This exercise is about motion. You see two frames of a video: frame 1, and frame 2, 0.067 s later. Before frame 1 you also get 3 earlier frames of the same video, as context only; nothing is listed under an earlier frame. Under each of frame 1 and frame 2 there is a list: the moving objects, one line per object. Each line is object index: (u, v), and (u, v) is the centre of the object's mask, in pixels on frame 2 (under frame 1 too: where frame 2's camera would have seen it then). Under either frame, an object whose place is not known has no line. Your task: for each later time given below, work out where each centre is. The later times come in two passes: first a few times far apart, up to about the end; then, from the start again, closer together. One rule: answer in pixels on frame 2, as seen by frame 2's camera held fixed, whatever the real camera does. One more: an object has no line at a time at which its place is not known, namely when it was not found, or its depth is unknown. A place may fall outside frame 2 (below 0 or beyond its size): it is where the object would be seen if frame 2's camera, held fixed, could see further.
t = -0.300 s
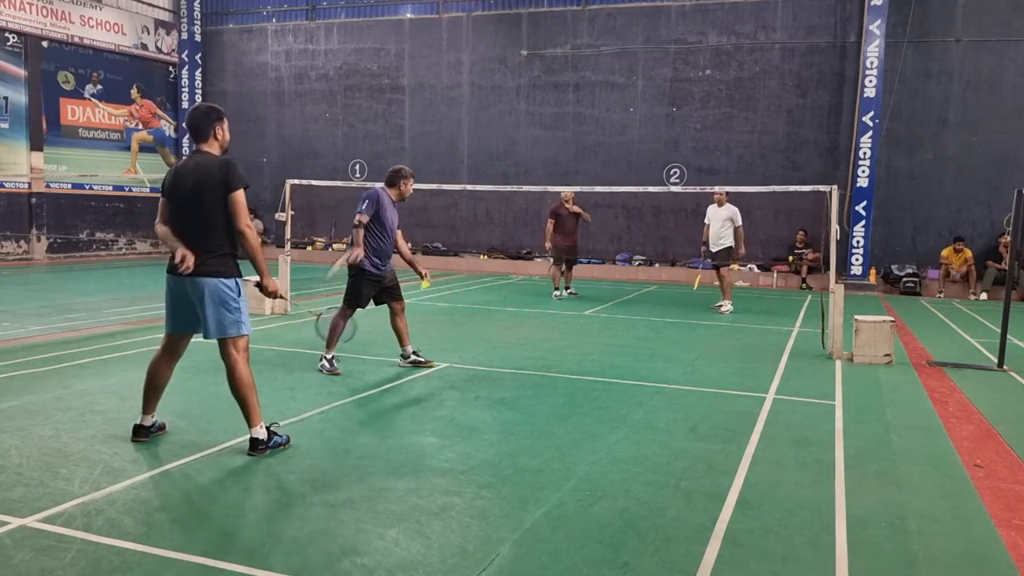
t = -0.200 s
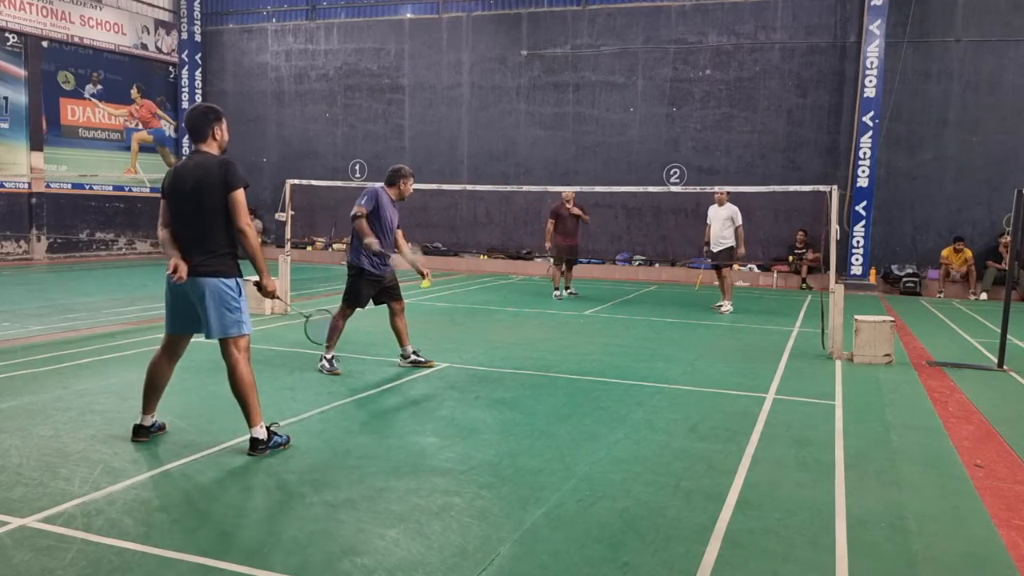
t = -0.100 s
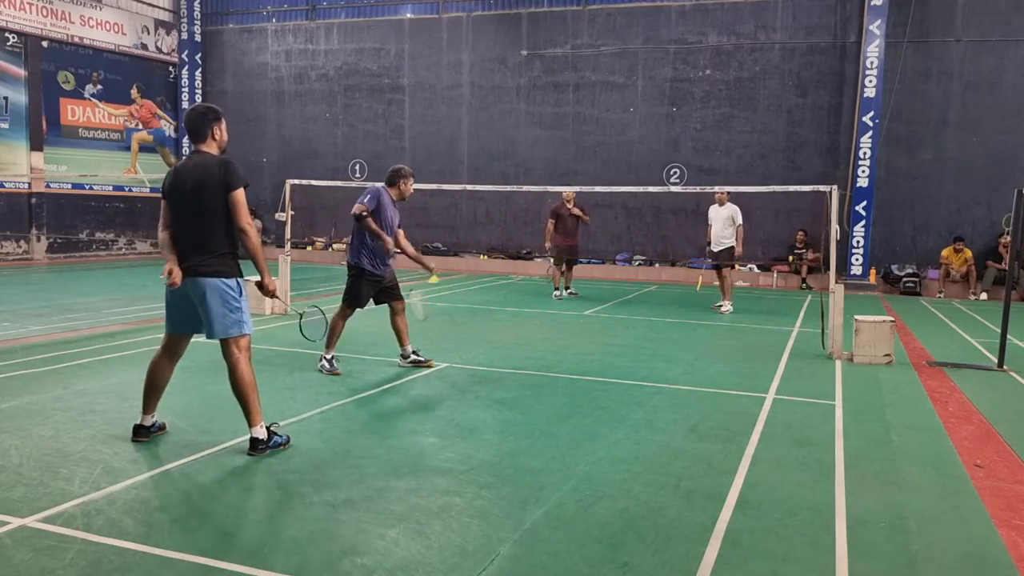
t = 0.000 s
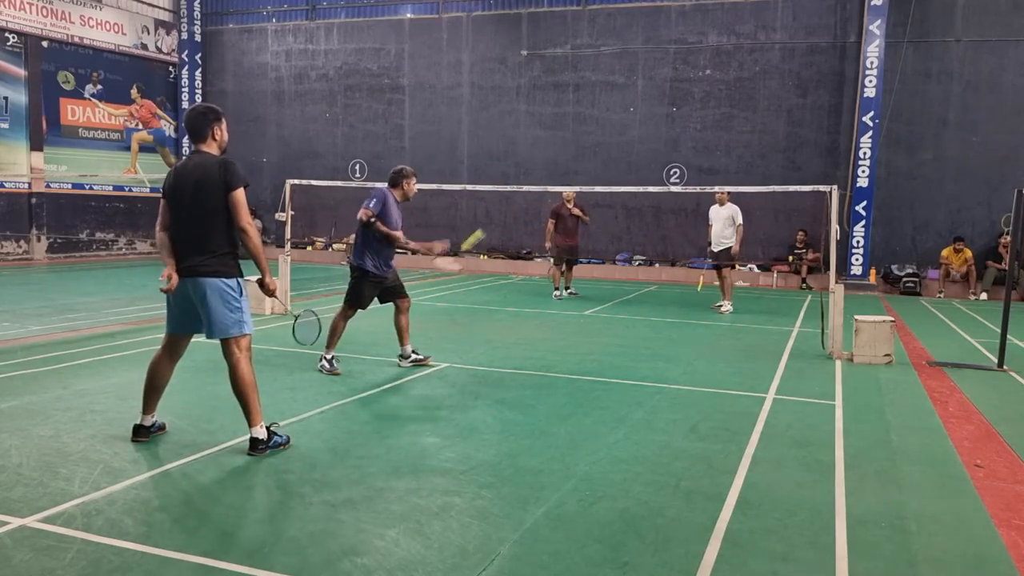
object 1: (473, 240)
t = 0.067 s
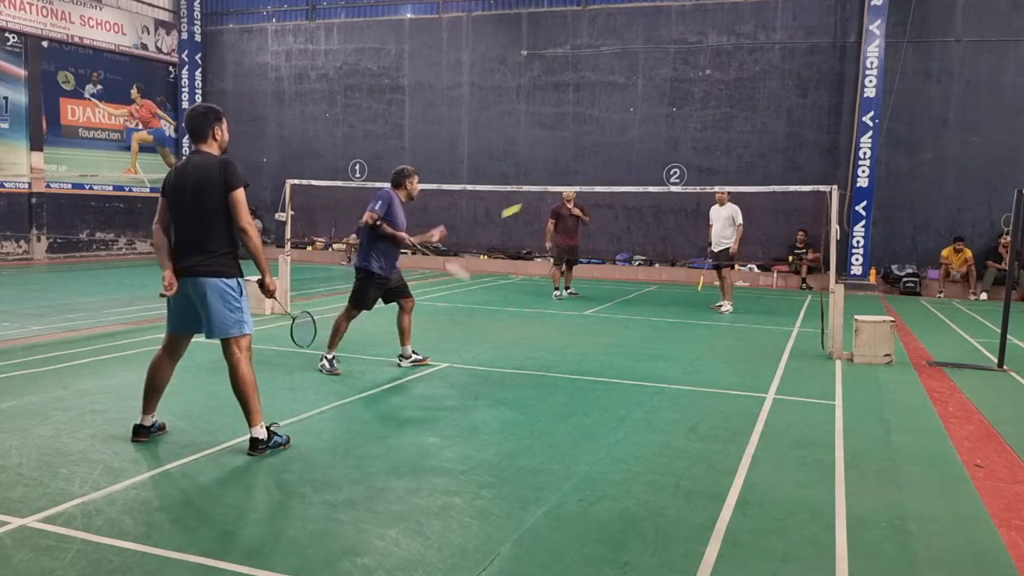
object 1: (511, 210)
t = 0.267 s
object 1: (585, 166)
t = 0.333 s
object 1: (603, 163)
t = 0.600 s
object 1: (656, 193)
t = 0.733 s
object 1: (673, 221)
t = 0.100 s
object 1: (529, 200)
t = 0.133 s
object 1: (542, 191)
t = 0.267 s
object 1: (585, 166)
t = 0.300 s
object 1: (594, 164)
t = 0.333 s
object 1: (603, 163)
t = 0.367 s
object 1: (611, 163)
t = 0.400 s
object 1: (619, 164)
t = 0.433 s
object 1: (625, 167)
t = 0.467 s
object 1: (632, 170)
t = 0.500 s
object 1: (638, 174)
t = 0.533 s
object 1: (644, 178)
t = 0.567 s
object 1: (649, 183)
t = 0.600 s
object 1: (656, 193)
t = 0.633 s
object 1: (660, 197)
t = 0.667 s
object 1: (664, 205)
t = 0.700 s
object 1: (669, 213)
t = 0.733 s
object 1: (673, 221)
